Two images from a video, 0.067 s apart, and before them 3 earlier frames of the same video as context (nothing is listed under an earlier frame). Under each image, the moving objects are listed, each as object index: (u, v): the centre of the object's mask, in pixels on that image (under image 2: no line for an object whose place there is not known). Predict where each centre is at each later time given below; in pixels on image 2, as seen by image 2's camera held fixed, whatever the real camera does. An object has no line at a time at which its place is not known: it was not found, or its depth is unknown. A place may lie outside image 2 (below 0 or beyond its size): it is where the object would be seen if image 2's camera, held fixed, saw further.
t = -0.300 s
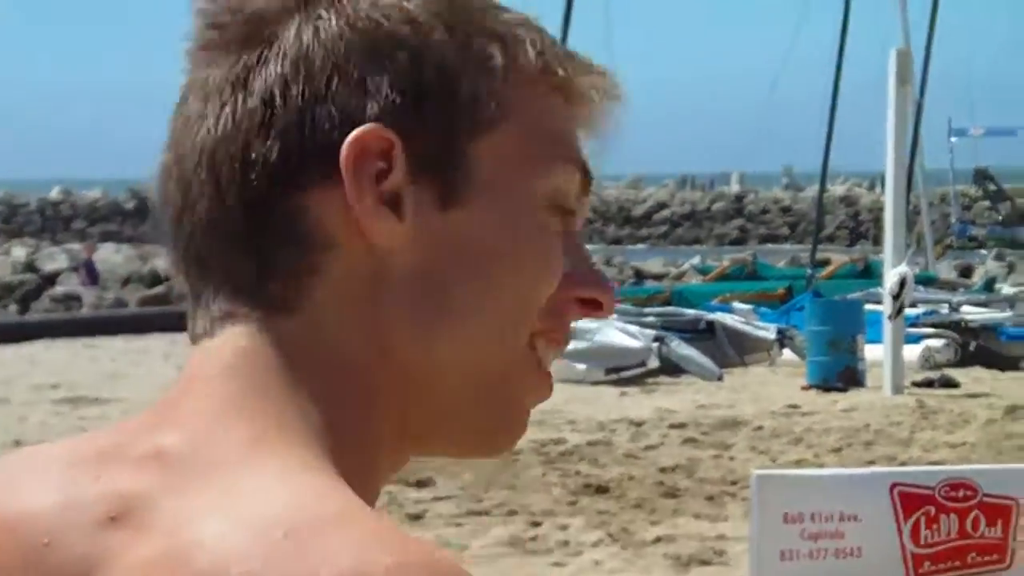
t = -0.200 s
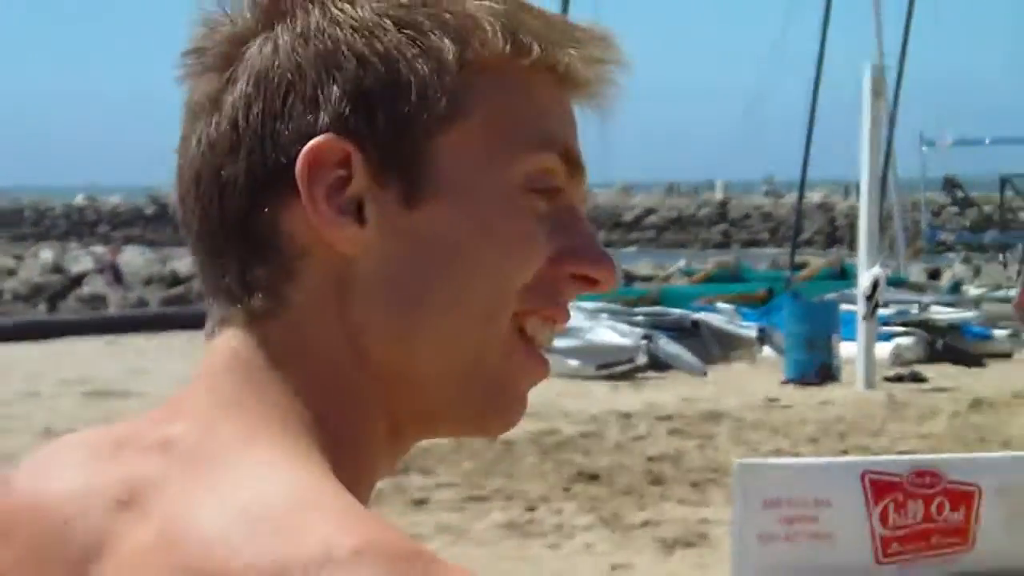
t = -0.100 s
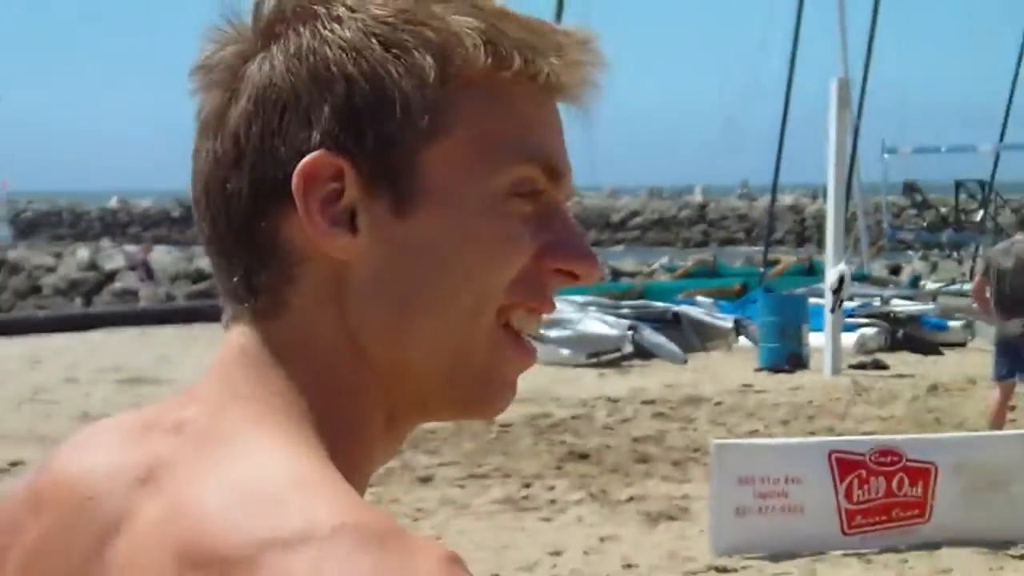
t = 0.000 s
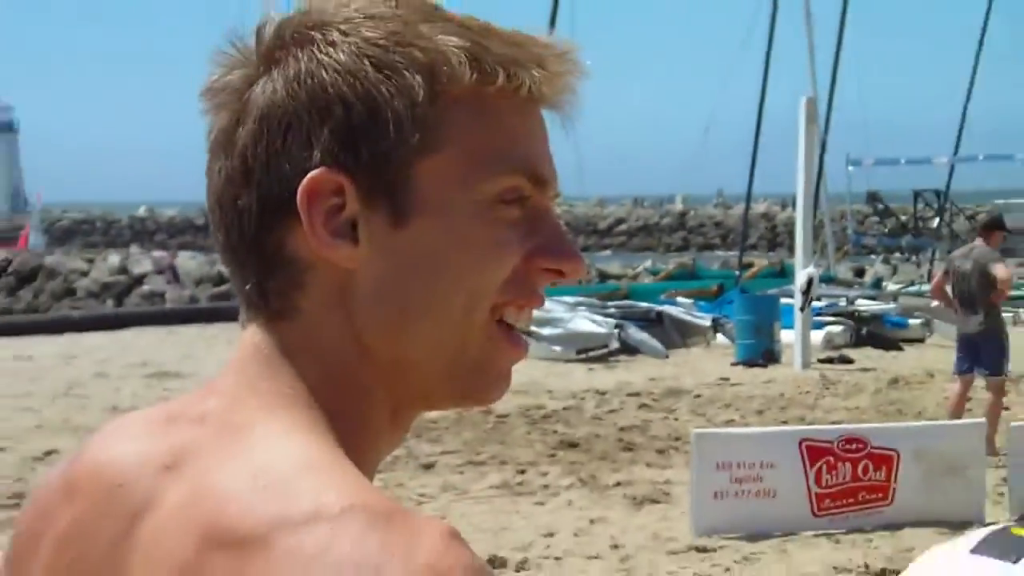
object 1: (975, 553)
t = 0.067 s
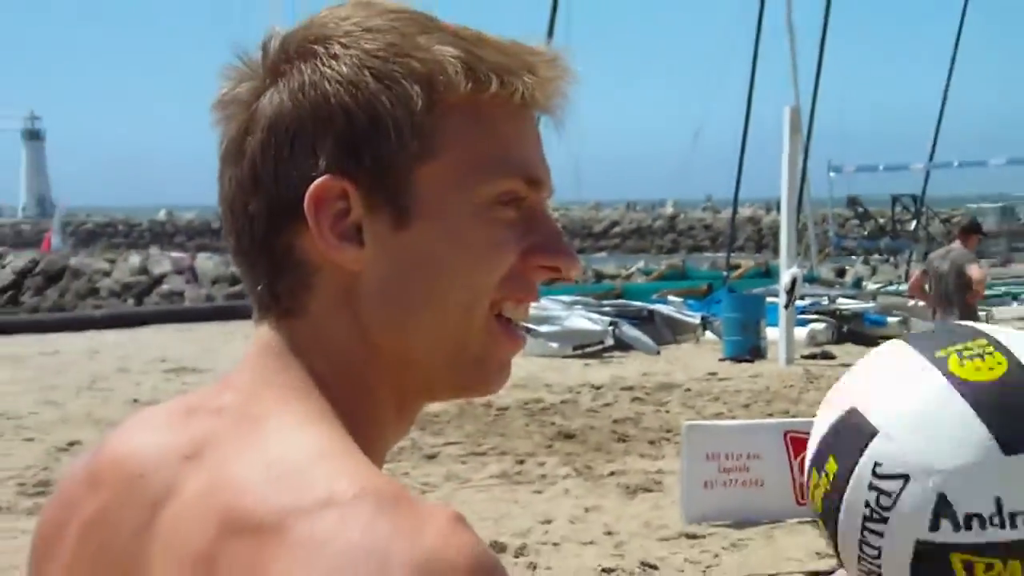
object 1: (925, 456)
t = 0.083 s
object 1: (923, 436)
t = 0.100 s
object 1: (919, 396)
